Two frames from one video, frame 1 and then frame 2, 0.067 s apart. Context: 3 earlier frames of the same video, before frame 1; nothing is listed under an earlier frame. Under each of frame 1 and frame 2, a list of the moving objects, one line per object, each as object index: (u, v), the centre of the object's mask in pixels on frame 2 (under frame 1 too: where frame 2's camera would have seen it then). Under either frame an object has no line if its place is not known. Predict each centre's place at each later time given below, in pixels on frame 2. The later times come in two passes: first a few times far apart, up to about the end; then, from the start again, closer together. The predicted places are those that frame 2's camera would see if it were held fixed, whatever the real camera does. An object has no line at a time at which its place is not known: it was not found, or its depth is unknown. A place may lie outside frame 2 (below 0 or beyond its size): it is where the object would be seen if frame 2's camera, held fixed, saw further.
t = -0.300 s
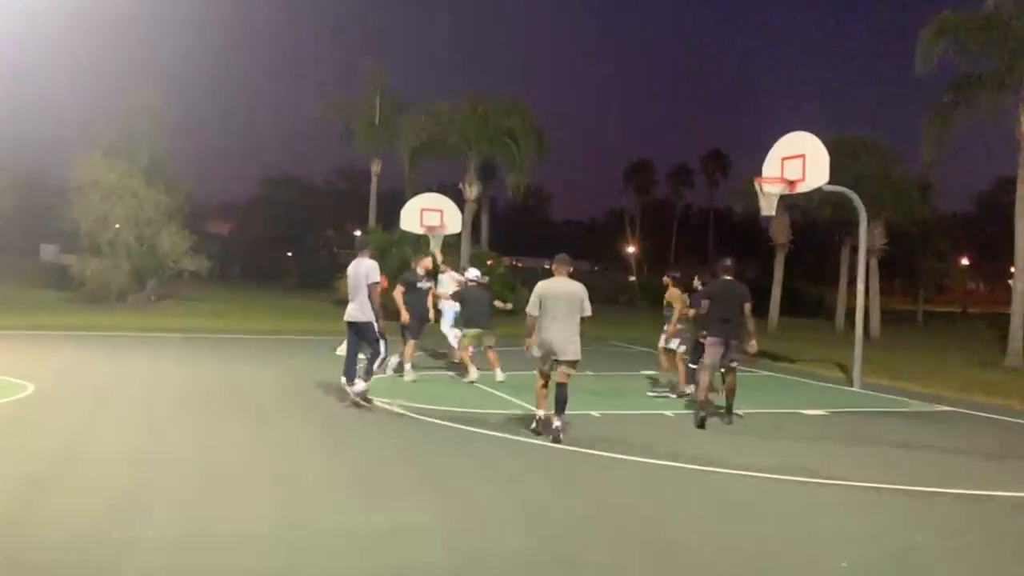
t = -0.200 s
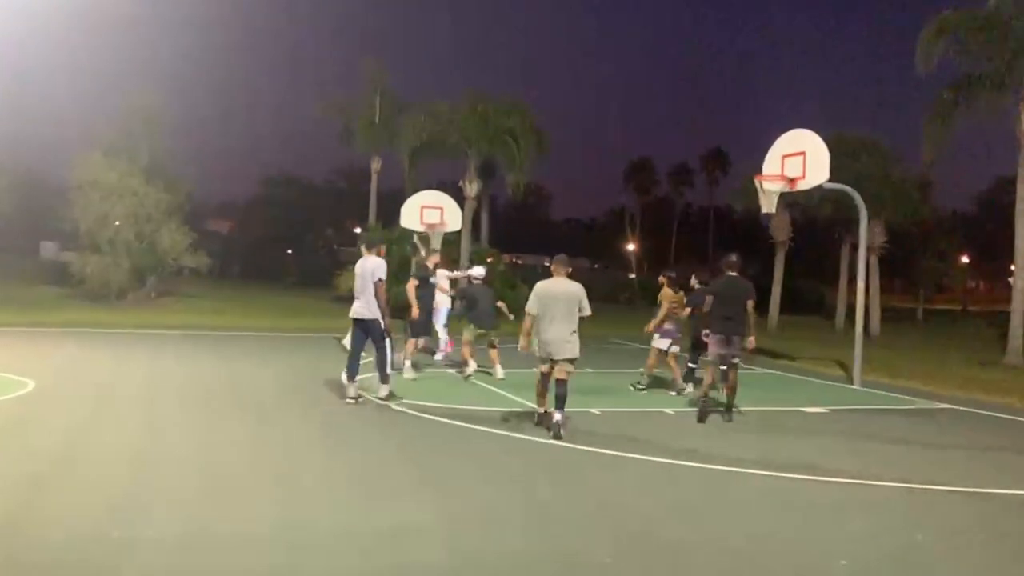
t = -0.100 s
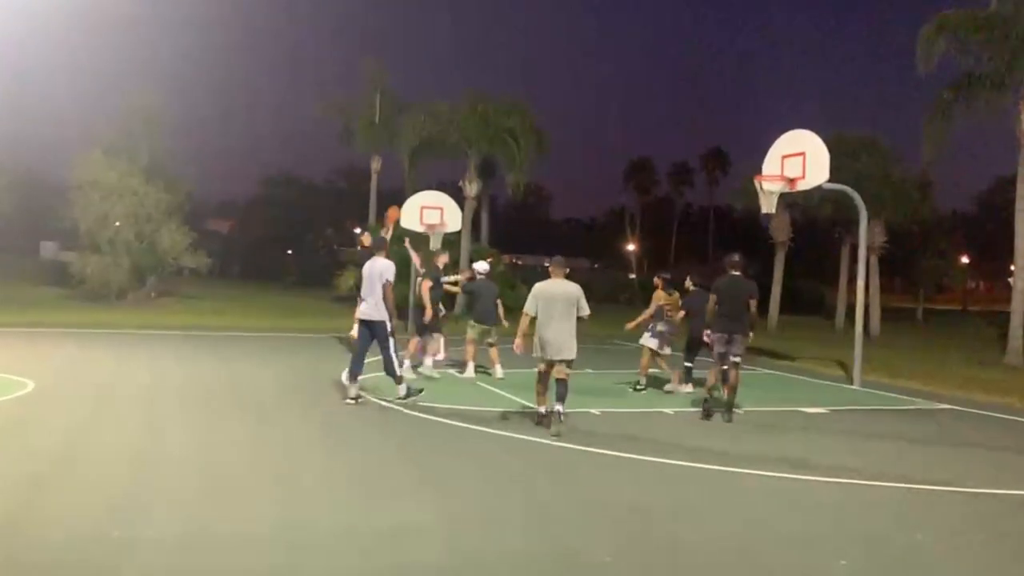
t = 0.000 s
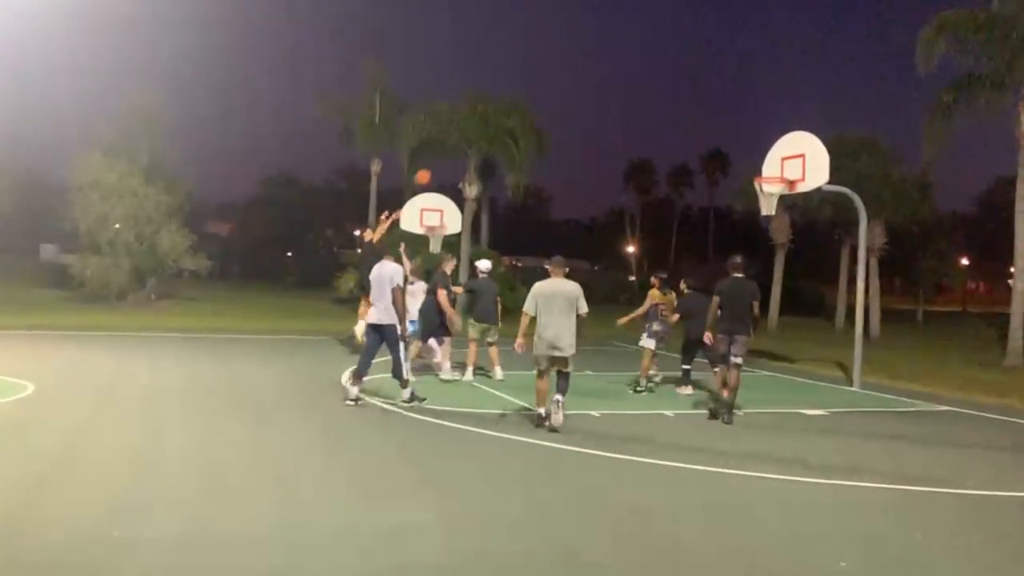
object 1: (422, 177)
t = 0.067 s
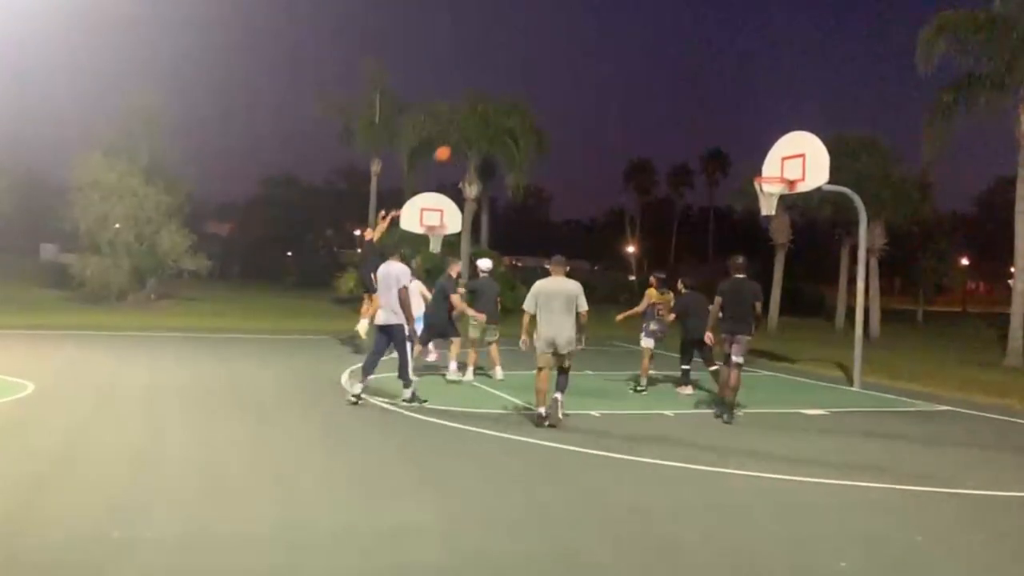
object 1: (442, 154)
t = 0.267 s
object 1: (503, 97)
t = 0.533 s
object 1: (587, 60)
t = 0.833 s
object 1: (682, 72)
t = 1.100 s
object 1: (767, 133)
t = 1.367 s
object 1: (768, 139)
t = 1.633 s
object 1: (722, 122)
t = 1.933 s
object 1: (669, 161)
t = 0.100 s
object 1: (452, 142)
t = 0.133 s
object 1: (463, 132)
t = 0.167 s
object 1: (473, 121)
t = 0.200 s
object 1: (483, 112)
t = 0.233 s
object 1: (493, 104)
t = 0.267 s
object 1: (503, 97)
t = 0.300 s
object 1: (514, 91)
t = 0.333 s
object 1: (524, 85)
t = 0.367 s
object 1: (535, 80)
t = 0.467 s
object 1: (566, 67)
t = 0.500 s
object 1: (577, 63)
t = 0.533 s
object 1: (587, 60)
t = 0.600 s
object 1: (608, 58)
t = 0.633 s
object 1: (618, 57)
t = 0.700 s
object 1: (639, 60)
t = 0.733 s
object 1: (650, 62)
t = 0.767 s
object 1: (661, 65)
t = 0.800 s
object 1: (671, 68)
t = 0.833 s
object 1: (682, 72)
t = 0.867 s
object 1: (693, 77)
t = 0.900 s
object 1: (703, 82)
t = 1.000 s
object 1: (735, 104)
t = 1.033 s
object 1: (746, 113)
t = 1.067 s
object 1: (757, 123)
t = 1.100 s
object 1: (767, 133)
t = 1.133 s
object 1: (777, 144)
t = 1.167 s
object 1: (789, 158)
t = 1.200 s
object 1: (790, 167)
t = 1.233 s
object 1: (788, 169)
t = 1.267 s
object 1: (782, 161)
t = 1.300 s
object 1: (779, 154)
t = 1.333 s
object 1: (773, 146)
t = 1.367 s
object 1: (768, 139)
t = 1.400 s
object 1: (764, 136)
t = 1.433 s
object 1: (758, 131)
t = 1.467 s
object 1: (752, 129)
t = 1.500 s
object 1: (746, 125)
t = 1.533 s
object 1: (740, 124)
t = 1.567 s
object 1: (735, 123)
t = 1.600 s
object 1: (728, 122)
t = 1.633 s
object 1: (722, 122)
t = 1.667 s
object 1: (715, 123)
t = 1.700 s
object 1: (709, 125)
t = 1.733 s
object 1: (706, 127)
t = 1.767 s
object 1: (701, 130)
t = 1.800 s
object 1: (695, 135)
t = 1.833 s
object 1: (689, 140)
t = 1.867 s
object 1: (683, 146)
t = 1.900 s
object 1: (676, 153)
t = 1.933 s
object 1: (669, 161)
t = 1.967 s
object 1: (662, 170)
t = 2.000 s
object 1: (656, 180)
